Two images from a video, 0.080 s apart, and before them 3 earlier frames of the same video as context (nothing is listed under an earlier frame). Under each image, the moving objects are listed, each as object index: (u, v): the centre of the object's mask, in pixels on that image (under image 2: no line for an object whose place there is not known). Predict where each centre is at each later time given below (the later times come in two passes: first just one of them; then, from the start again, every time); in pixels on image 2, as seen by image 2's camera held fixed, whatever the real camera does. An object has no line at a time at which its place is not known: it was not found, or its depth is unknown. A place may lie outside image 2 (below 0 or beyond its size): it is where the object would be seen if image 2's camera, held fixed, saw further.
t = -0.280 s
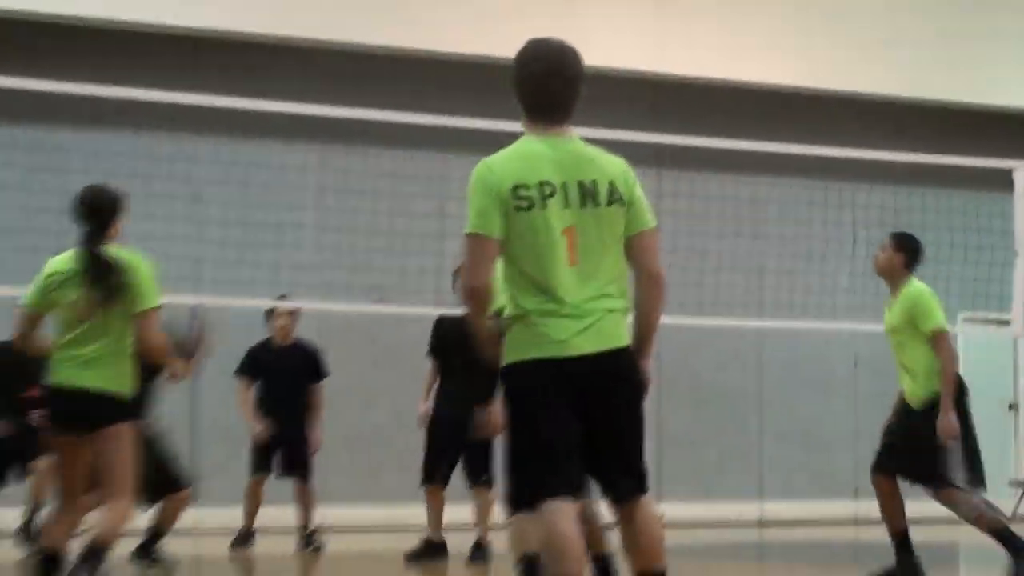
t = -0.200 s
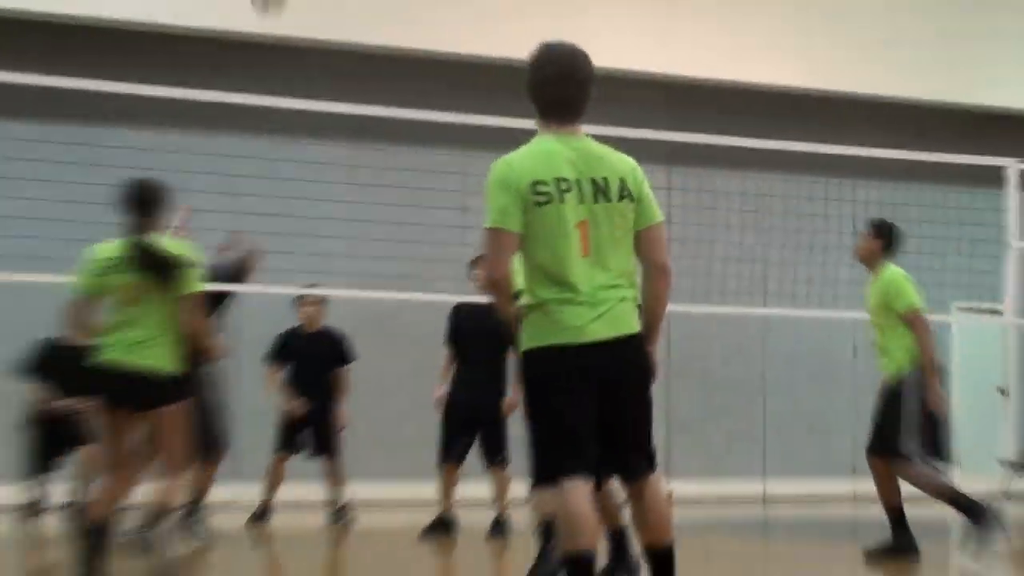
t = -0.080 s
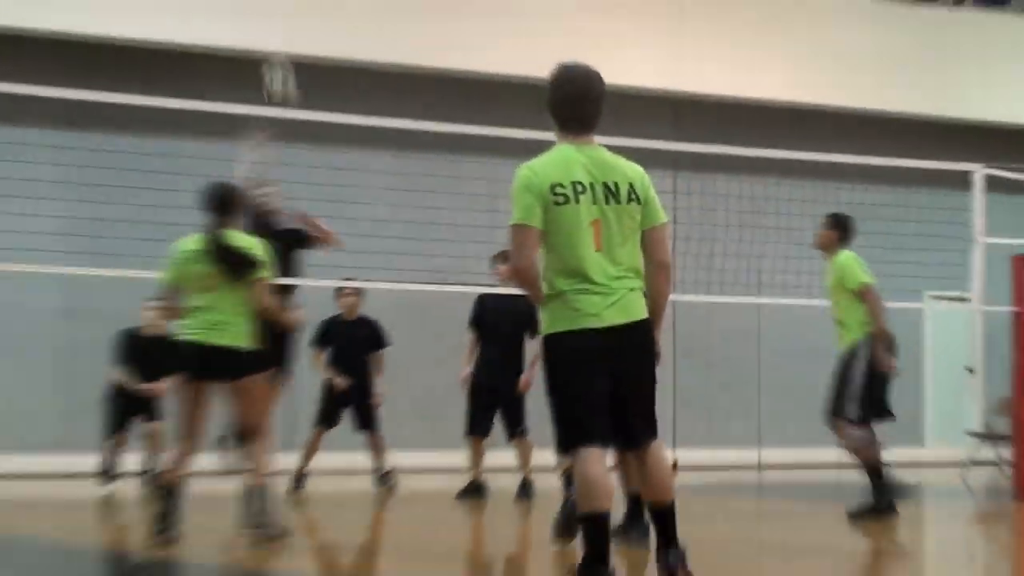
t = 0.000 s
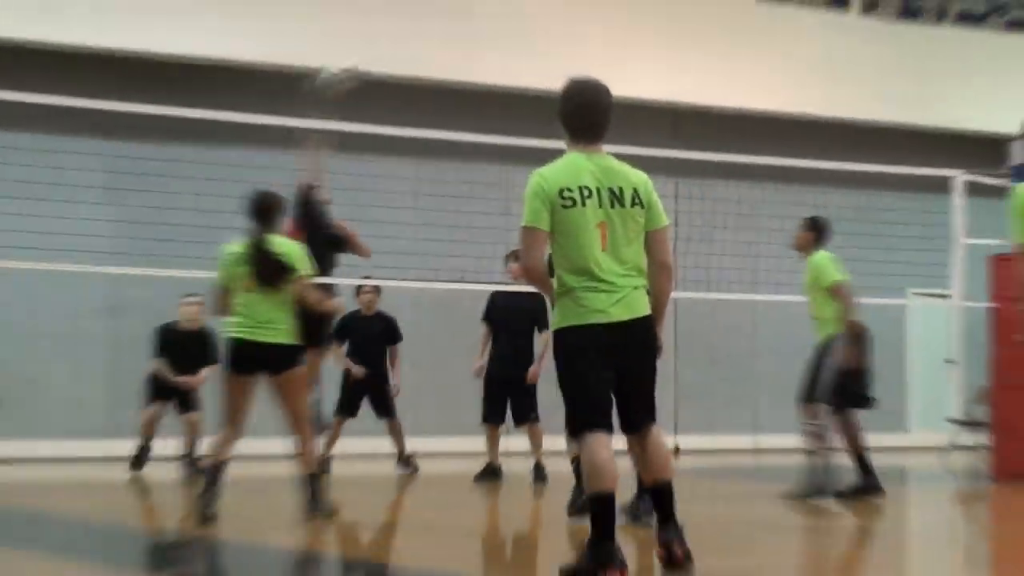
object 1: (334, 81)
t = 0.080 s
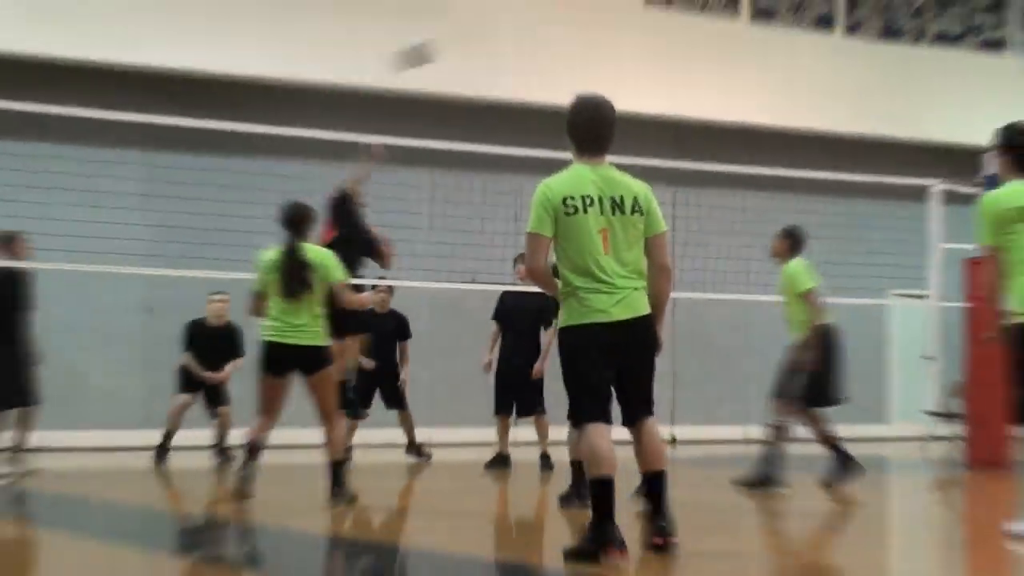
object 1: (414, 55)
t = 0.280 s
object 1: (545, -1)
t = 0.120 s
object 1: (443, 38)
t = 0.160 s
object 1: (470, 24)
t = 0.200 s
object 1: (499, 14)
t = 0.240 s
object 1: (520, 5)
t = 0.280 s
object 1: (545, -1)
